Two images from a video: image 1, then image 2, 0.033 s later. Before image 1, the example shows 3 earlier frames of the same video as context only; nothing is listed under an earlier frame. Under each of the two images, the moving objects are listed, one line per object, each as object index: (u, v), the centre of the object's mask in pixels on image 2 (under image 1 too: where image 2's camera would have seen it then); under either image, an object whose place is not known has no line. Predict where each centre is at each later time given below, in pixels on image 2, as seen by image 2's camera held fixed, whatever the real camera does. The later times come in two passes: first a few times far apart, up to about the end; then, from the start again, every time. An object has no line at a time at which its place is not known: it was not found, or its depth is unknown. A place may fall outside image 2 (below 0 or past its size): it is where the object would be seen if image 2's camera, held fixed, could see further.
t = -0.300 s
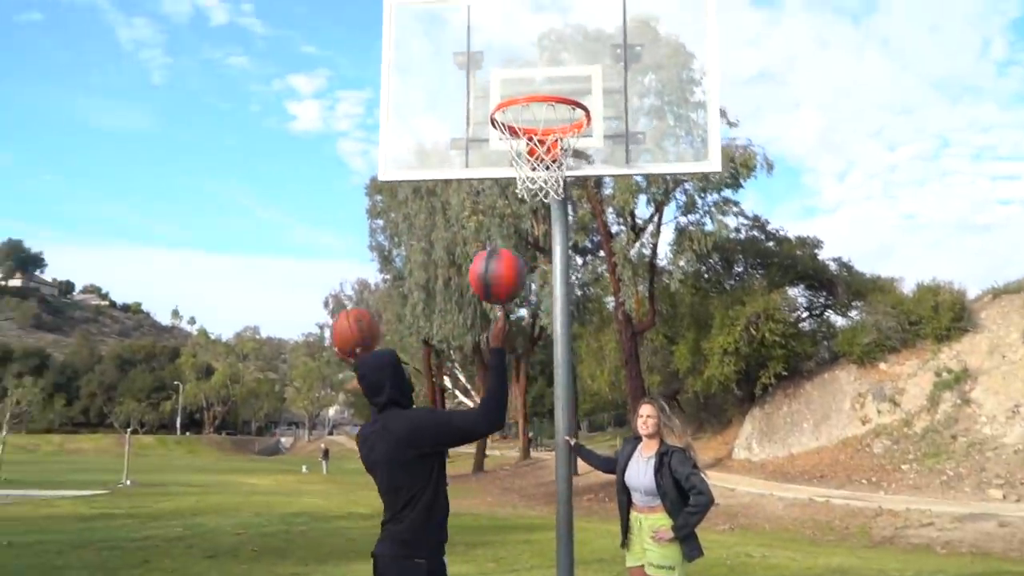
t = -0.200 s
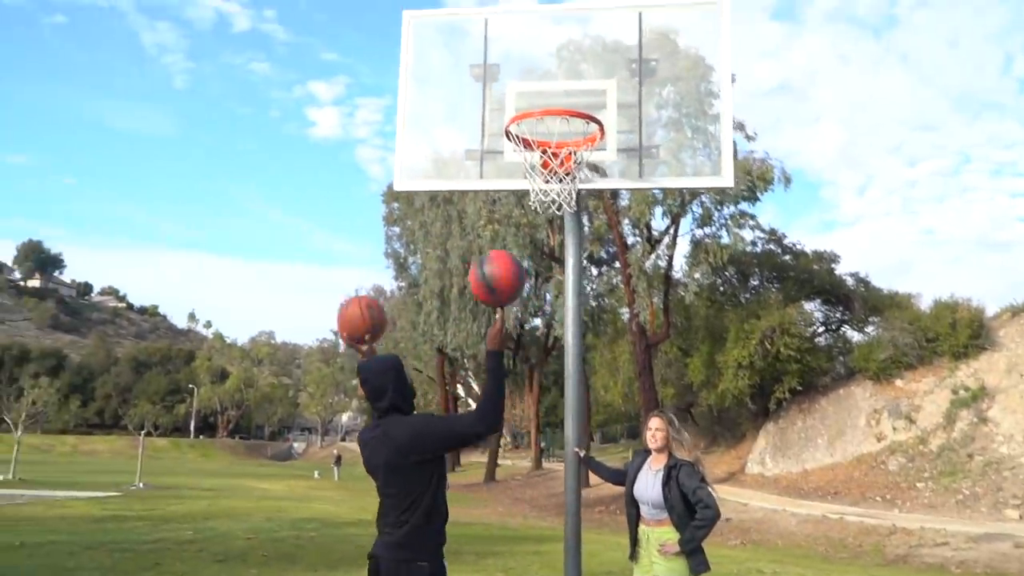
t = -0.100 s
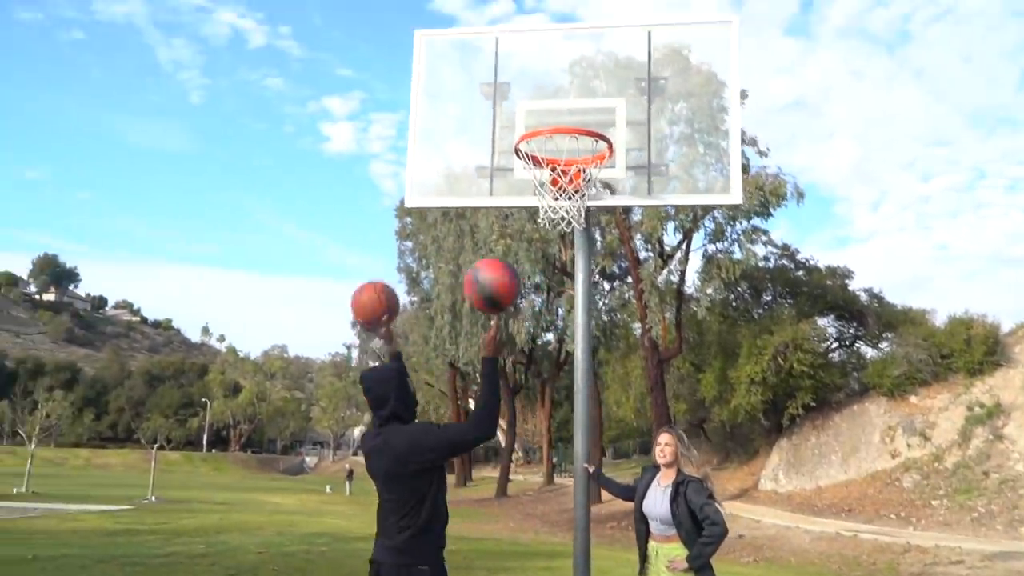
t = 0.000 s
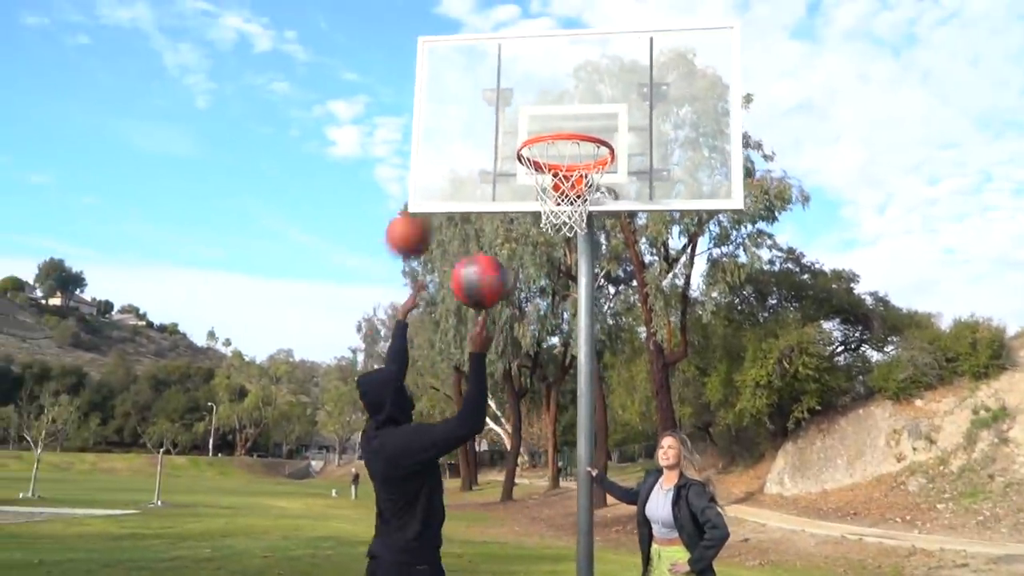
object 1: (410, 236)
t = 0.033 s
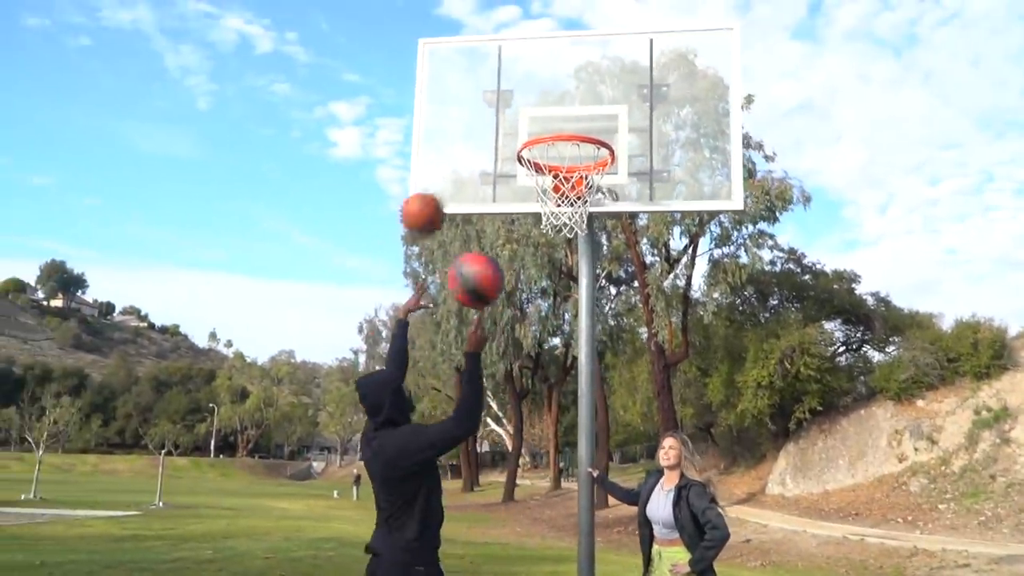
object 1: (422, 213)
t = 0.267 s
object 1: (488, 117)
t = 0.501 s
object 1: (523, 121)
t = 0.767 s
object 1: (553, 142)
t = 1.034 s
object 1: (577, 274)
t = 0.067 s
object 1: (436, 192)
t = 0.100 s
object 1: (448, 173)
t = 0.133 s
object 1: (460, 157)
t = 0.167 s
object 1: (471, 143)
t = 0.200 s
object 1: (479, 132)
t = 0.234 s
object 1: (484, 124)
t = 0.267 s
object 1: (488, 117)
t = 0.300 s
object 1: (493, 113)
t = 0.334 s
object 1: (498, 110)
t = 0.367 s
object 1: (503, 109)
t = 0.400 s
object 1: (509, 110)
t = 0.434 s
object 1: (514, 113)
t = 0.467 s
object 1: (519, 118)
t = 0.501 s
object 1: (523, 121)
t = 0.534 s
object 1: (528, 118)
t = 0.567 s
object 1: (531, 115)
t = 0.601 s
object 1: (535, 114)
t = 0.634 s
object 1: (538, 115)
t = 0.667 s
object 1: (542, 117)
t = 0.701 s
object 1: (545, 119)
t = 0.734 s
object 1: (548, 131)
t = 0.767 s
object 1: (553, 142)
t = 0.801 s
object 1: (557, 157)
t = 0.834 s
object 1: (559, 166)
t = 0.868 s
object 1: (561, 179)
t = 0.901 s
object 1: (566, 194)
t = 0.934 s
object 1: (568, 205)
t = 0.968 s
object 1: (571, 230)
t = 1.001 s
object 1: (574, 252)
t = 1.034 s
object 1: (577, 274)
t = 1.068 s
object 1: (581, 299)
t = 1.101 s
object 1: (585, 327)
